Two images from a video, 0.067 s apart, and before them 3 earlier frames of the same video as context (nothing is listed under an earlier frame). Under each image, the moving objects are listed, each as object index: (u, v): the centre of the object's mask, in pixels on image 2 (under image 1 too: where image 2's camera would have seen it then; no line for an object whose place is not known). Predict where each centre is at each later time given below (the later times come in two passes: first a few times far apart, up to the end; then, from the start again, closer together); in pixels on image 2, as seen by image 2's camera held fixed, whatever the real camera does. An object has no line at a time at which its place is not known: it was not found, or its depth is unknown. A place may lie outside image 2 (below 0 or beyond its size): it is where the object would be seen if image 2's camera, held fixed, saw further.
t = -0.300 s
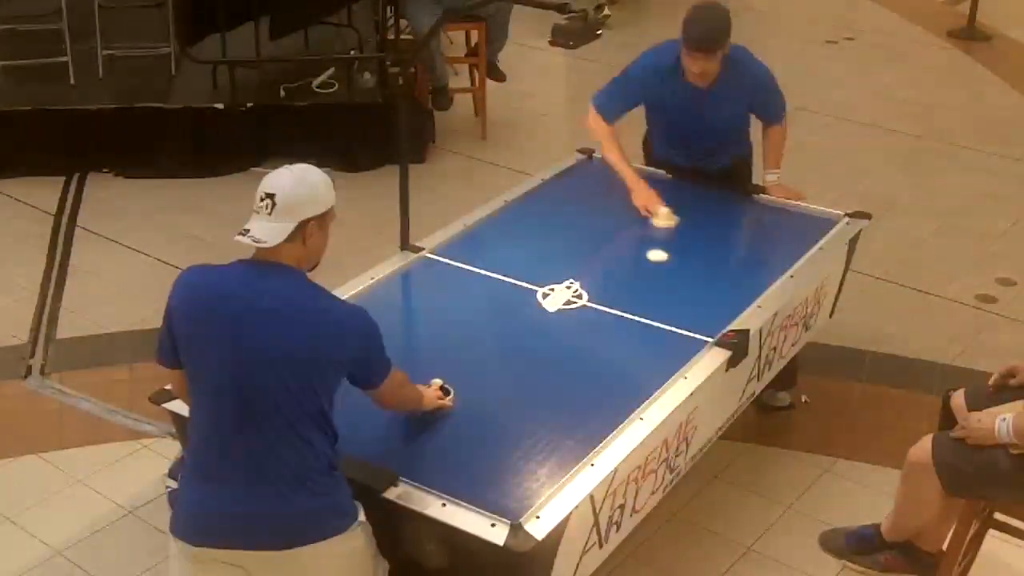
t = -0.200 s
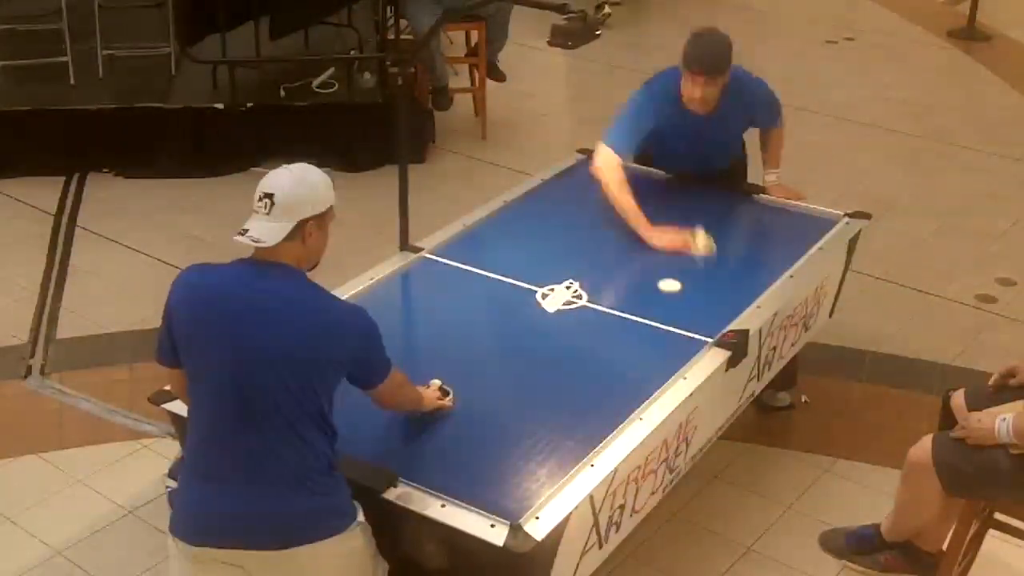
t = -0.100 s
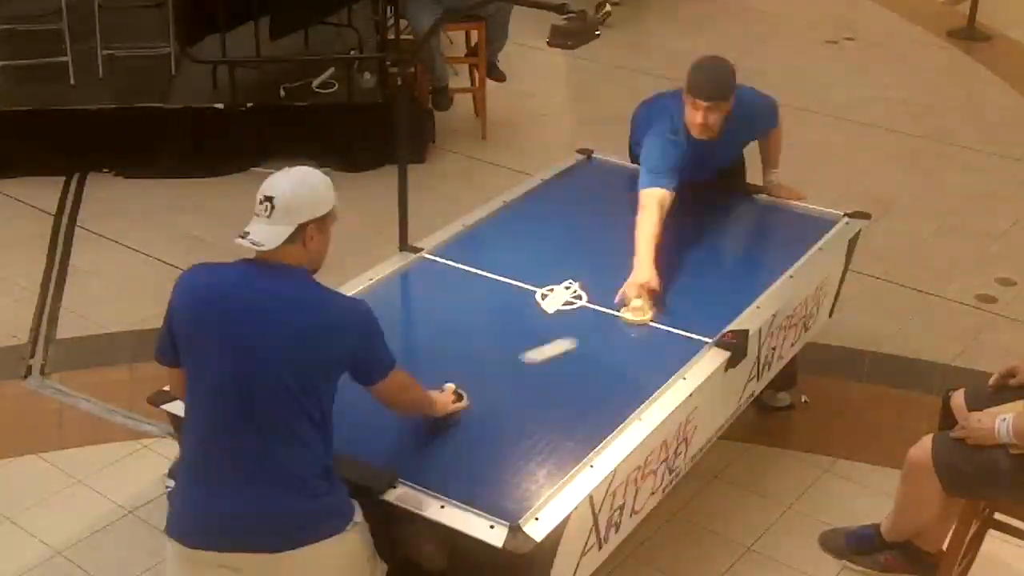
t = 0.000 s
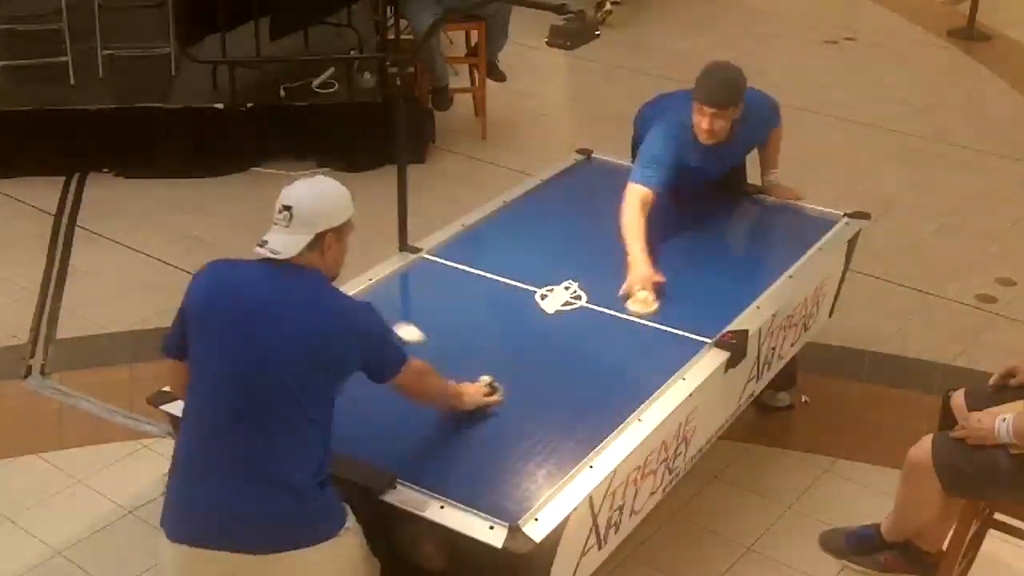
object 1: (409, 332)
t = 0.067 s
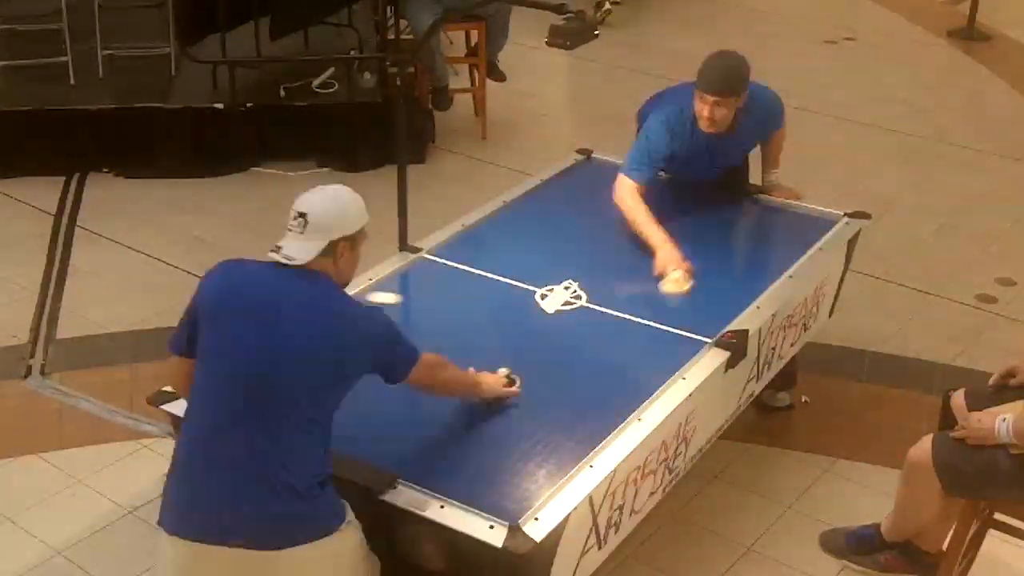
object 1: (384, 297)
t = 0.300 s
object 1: (684, 326)
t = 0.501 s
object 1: (592, 264)
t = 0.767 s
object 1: (577, 224)
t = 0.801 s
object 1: (600, 227)
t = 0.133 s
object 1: (467, 305)
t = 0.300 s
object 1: (684, 326)
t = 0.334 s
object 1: (703, 324)
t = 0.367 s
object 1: (679, 312)
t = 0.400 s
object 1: (656, 299)
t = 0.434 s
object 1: (634, 287)
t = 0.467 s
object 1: (613, 276)
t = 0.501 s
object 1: (592, 264)
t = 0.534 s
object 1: (573, 253)
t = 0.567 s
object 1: (554, 243)
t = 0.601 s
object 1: (536, 233)
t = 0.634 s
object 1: (518, 223)
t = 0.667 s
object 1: (508, 215)
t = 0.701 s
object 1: (530, 218)
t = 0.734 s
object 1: (553, 221)
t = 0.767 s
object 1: (577, 224)
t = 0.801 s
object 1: (600, 227)
